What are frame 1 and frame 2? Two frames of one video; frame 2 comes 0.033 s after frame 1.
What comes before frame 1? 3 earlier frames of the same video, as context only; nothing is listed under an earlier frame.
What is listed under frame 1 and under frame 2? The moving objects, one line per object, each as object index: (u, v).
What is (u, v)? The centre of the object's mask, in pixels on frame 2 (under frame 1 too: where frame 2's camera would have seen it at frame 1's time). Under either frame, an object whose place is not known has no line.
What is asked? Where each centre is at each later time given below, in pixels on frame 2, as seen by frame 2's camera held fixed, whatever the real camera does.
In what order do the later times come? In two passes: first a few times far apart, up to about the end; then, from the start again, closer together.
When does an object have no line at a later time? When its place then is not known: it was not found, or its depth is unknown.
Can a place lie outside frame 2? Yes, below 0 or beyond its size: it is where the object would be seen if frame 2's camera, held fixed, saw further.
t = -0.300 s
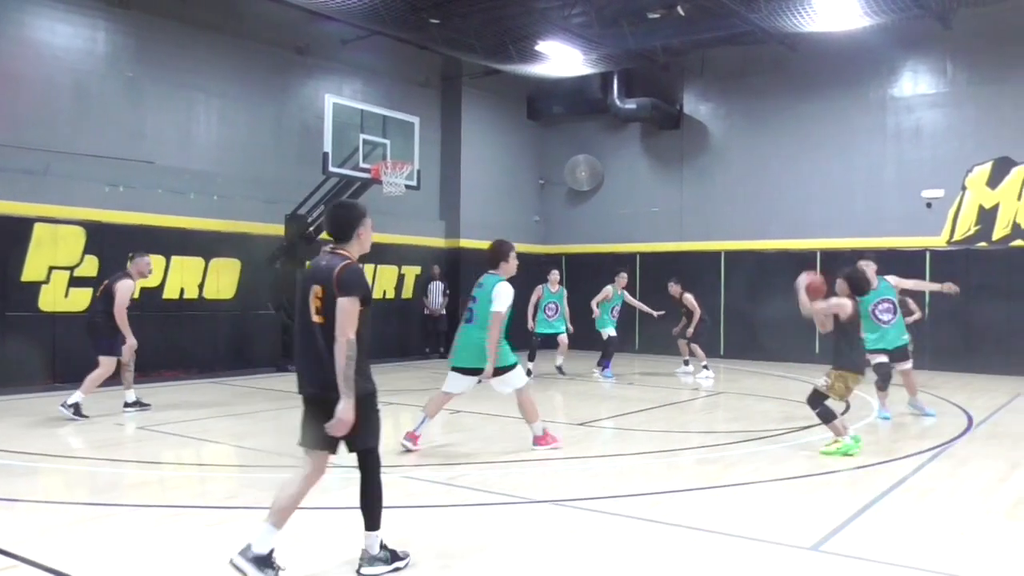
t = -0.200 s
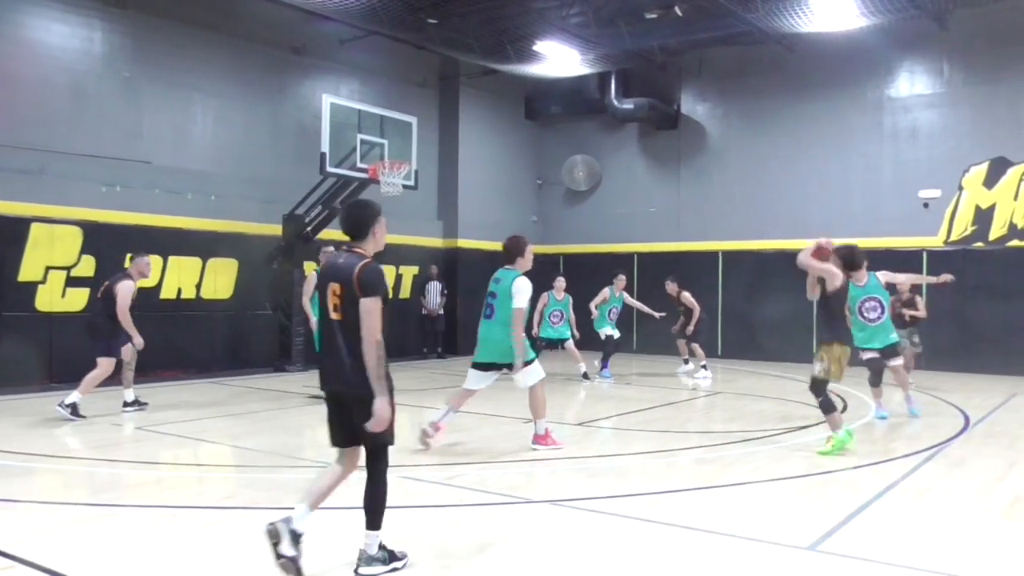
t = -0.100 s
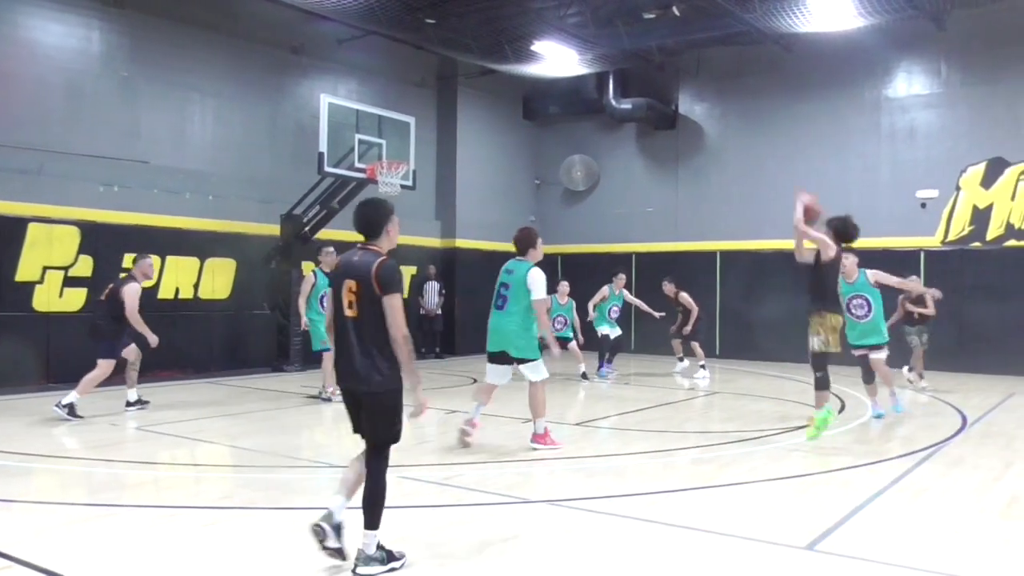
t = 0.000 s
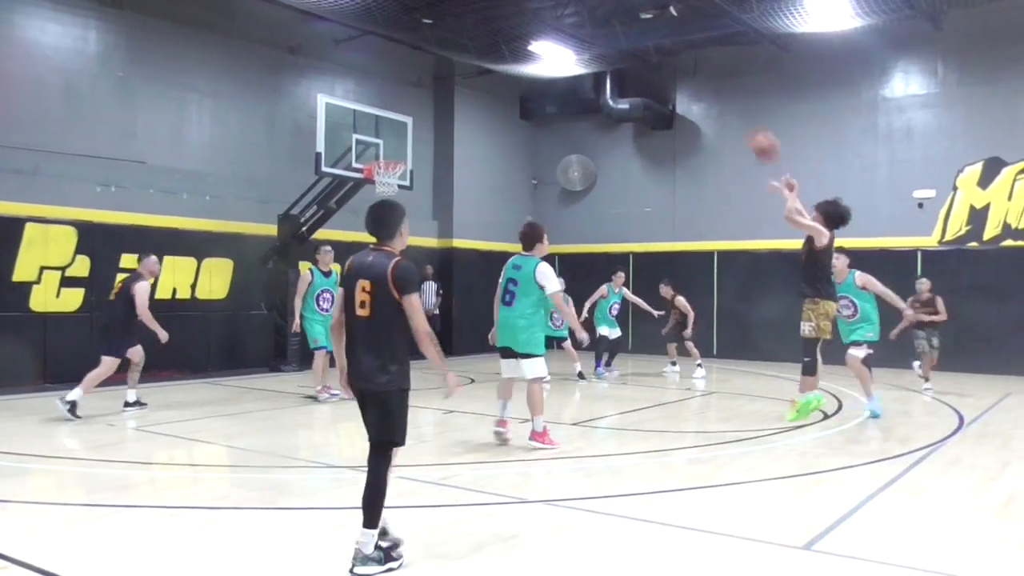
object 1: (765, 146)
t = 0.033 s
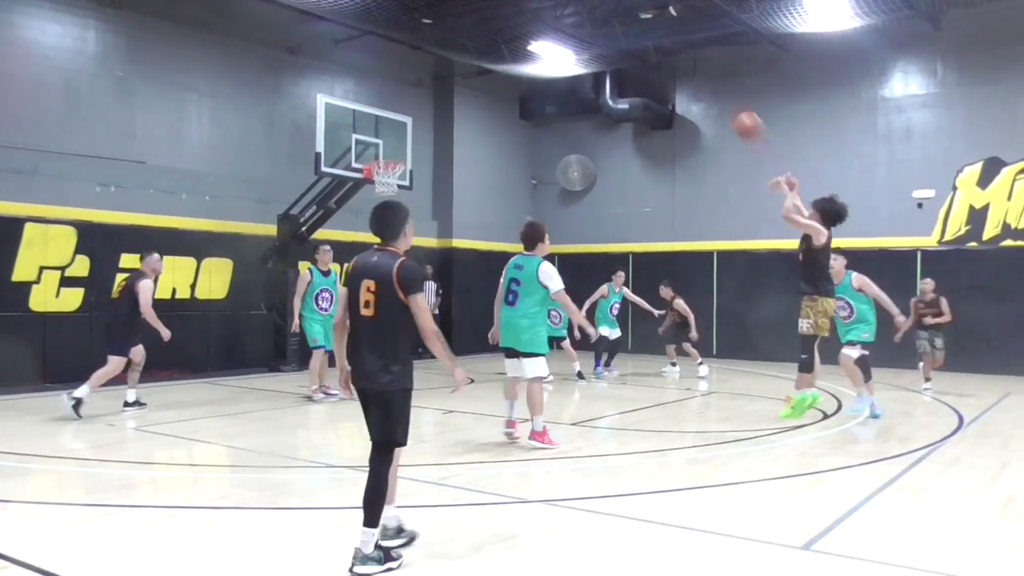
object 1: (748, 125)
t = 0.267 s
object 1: (647, 34)
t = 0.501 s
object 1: (563, 8)
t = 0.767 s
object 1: (482, 31)
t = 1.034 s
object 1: (415, 104)
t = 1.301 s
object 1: (389, 154)
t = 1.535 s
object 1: (432, 147)
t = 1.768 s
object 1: (472, 174)
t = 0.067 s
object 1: (733, 107)
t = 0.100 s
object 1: (718, 91)
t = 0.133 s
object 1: (702, 77)
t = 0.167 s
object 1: (688, 64)
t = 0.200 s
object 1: (674, 53)
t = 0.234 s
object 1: (660, 43)
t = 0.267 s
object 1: (647, 34)
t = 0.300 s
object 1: (634, 26)
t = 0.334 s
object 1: (621, 20)
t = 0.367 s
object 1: (609, 14)
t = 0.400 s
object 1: (597, 11)
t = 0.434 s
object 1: (585, 9)
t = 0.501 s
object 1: (563, 8)
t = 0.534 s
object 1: (552, 8)
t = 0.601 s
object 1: (530, 10)
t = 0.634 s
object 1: (520, 12)
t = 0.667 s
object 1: (511, 15)
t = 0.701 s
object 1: (501, 20)
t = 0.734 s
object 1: (492, 25)
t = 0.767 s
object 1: (482, 31)
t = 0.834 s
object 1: (464, 46)
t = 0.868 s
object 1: (455, 53)
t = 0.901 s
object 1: (446, 63)
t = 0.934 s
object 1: (439, 71)
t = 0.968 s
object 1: (431, 82)
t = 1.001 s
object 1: (424, 92)
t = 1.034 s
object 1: (415, 104)
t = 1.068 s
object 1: (408, 114)
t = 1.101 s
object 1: (400, 130)
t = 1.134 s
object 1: (394, 142)
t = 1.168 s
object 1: (386, 155)
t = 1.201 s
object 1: (383, 157)
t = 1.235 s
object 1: (382, 159)
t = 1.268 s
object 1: (383, 159)
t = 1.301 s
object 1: (389, 154)
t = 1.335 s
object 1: (395, 152)
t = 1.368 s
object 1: (401, 150)
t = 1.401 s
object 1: (408, 147)
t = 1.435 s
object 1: (414, 146)
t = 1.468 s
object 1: (419, 146)
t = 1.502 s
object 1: (426, 146)
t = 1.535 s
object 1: (432, 147)
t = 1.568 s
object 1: (437, 148)
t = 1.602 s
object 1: (442, 150)
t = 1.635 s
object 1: (448, 154)
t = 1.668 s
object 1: (454, 158)
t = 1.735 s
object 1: (467, 168)
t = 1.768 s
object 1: (472, 174)
